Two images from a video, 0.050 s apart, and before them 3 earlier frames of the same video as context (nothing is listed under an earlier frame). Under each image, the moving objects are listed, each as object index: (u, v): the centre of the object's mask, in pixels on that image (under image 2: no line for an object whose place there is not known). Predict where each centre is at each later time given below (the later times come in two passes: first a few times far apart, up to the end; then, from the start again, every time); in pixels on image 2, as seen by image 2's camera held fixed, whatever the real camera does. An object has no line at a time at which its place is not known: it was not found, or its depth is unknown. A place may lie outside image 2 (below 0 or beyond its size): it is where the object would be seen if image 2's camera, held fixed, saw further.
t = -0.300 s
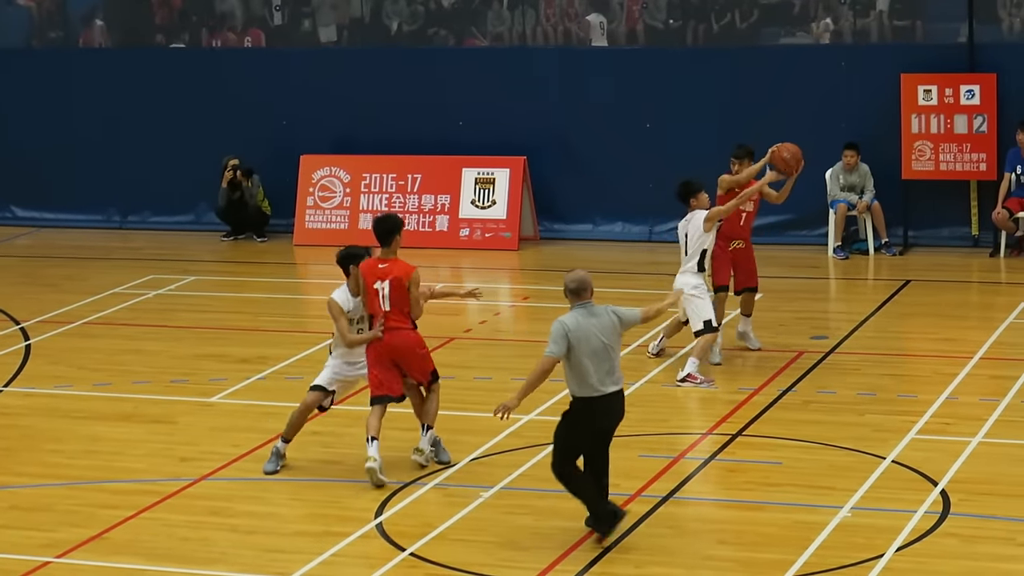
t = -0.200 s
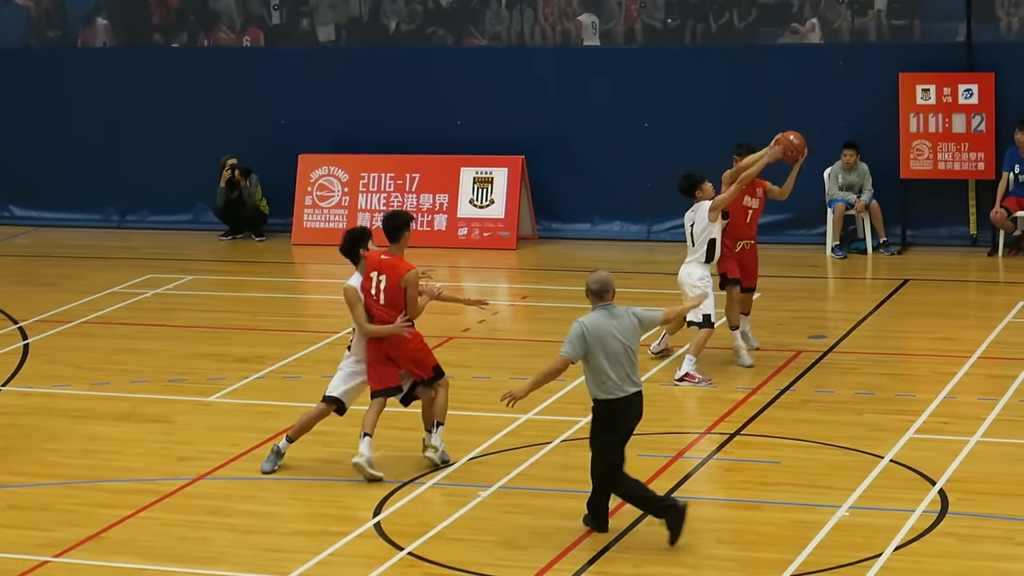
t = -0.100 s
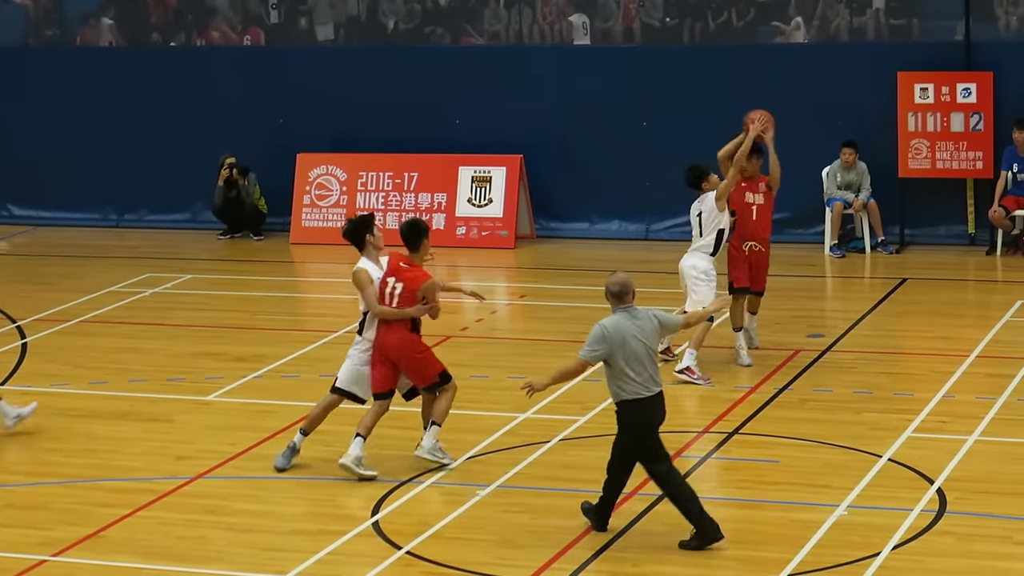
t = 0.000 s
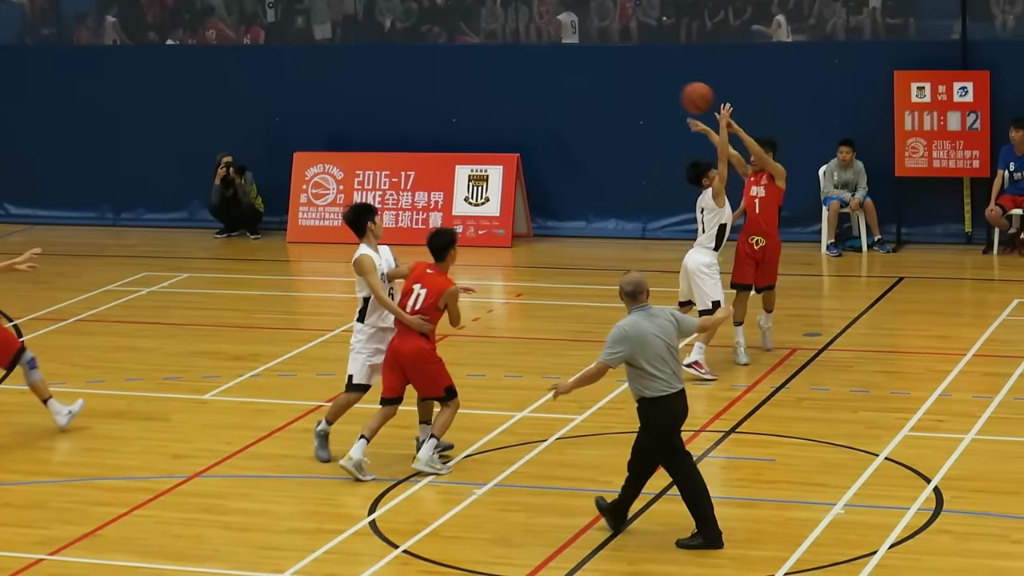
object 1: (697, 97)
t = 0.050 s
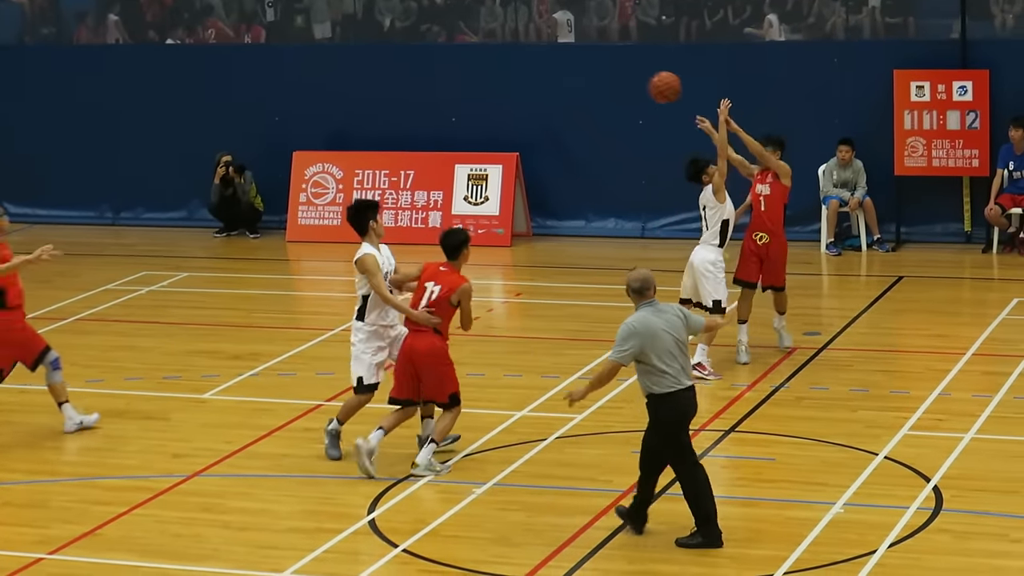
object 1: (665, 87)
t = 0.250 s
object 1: (540, 80)
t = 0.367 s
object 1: (469, 99)
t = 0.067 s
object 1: (654, 85)
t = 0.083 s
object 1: (644, 82)
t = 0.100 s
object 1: (633, 81)
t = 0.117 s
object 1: (623, 79)
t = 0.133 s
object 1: (612, 78)
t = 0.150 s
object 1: (602, 77)
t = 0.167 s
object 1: (592, 77)
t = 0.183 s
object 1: (582, 77)
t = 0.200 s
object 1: (571, 77)
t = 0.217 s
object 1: (561, 78)
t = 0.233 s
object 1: (551, 79)
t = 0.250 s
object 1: (540, 80)
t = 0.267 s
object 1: (530, 82)
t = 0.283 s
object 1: (520, 83)
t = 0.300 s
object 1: (509, 86)
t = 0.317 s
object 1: (499, 89)
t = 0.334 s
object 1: (489, 92)
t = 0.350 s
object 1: (480, 96)
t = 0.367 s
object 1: (469, 99)
